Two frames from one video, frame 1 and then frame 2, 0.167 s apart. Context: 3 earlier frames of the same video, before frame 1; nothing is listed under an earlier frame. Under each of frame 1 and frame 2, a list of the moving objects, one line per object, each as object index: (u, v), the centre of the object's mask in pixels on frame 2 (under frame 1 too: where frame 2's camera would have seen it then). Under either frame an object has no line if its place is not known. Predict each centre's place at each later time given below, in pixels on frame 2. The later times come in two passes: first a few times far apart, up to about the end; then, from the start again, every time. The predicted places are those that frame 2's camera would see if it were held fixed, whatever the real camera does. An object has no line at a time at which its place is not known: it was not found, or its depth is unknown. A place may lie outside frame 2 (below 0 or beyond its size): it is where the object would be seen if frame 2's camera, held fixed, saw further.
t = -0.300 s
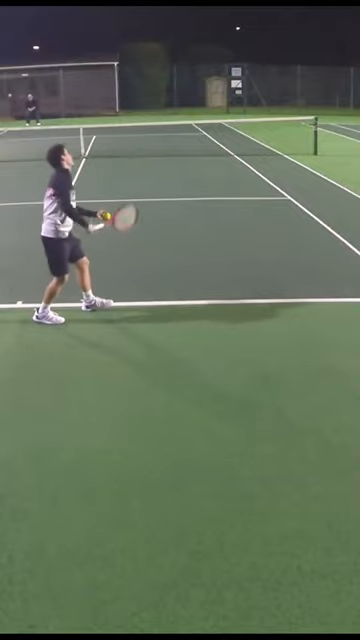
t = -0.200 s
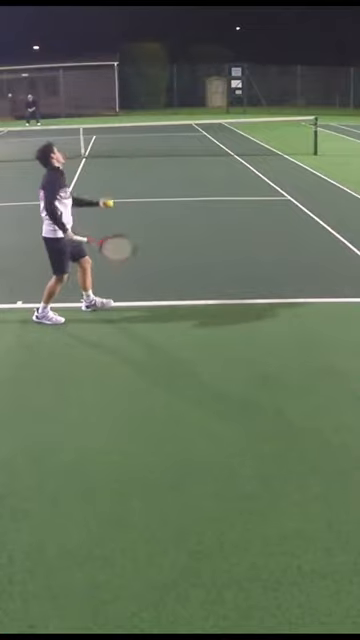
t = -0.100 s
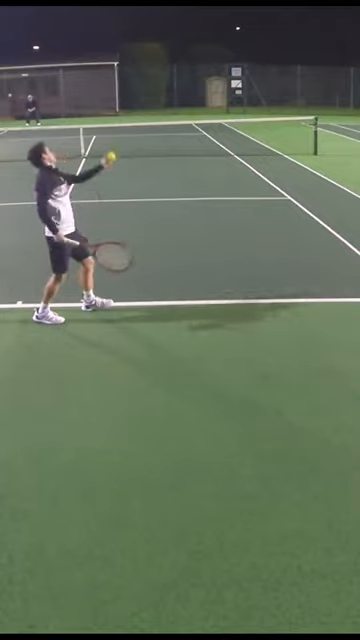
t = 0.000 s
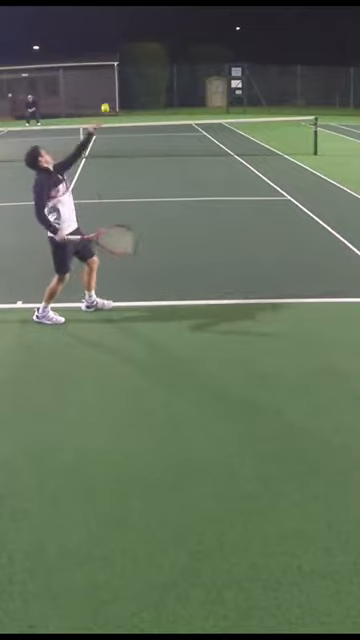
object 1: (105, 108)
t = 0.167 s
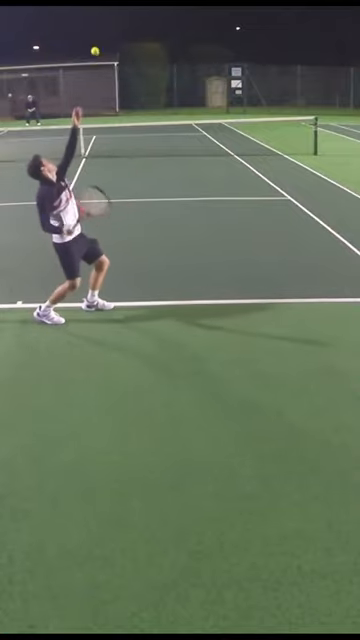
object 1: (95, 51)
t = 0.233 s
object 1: (91, 37)
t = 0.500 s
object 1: (78, 27)
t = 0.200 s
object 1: (93, 43)
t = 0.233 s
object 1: (91, 37)
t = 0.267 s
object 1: (89, 31)
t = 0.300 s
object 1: (87, 27)
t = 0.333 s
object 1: (86, 24)
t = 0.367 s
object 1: (84, 22)
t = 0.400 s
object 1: (82, 22)
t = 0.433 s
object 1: (80, 23)
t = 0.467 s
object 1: (79, 24)
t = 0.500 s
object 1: (78, 27)
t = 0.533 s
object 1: (76, 31)
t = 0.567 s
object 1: (75, 36)
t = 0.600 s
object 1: (73, 42)
